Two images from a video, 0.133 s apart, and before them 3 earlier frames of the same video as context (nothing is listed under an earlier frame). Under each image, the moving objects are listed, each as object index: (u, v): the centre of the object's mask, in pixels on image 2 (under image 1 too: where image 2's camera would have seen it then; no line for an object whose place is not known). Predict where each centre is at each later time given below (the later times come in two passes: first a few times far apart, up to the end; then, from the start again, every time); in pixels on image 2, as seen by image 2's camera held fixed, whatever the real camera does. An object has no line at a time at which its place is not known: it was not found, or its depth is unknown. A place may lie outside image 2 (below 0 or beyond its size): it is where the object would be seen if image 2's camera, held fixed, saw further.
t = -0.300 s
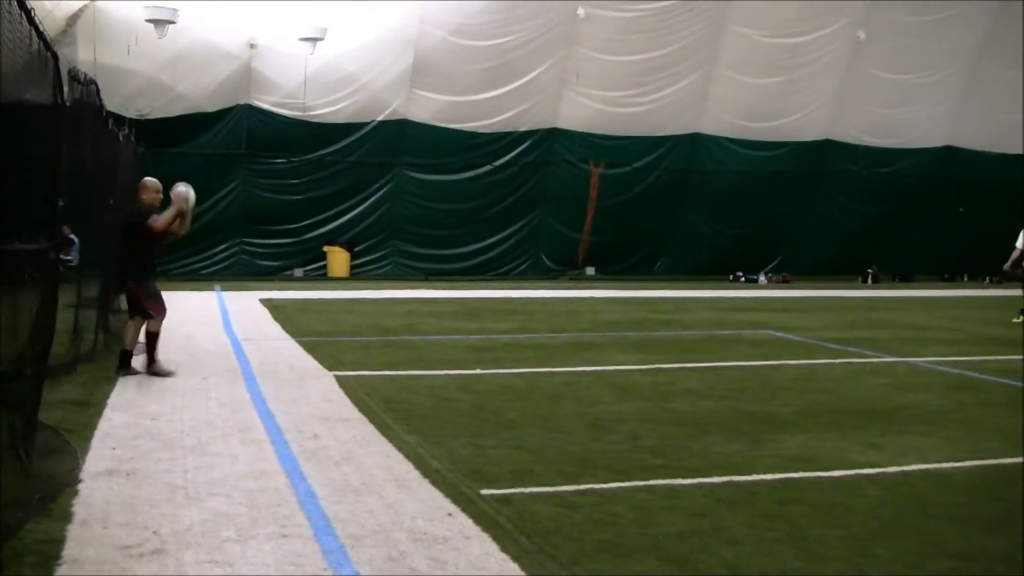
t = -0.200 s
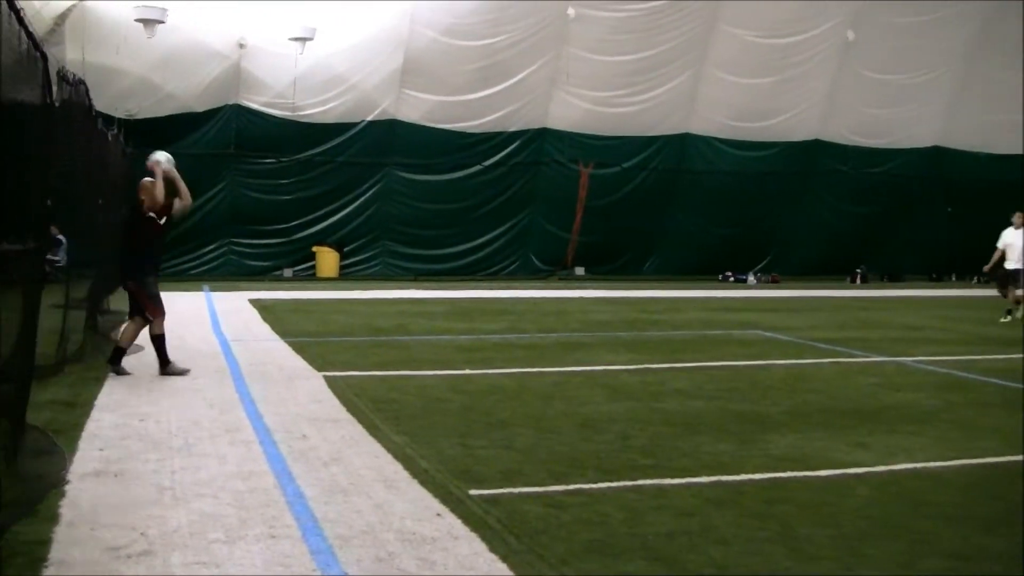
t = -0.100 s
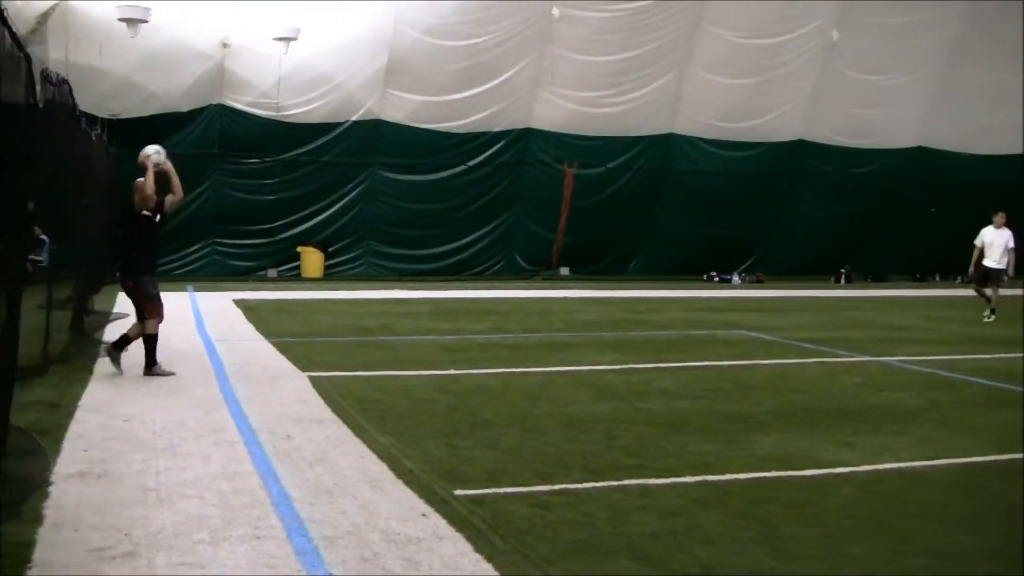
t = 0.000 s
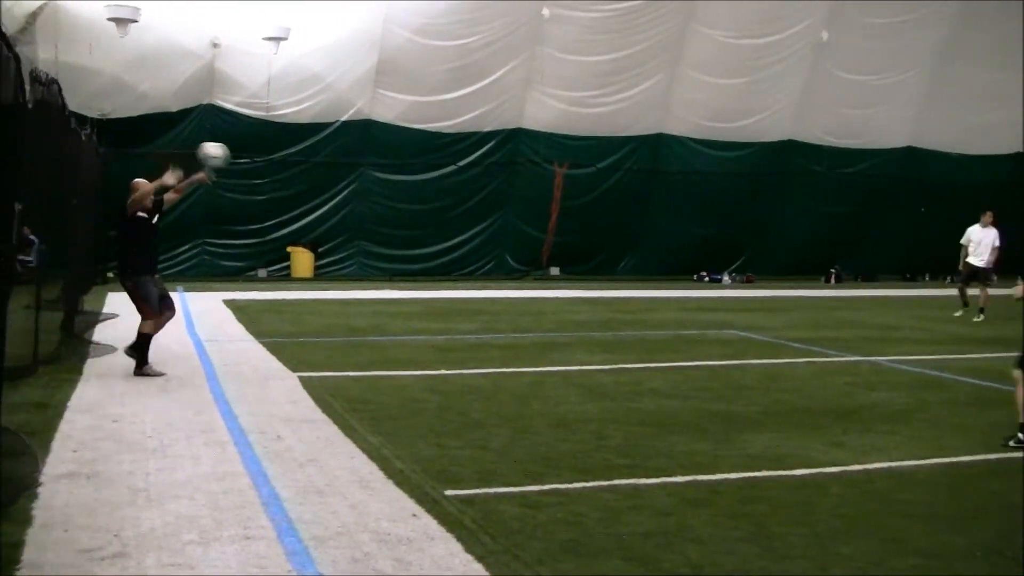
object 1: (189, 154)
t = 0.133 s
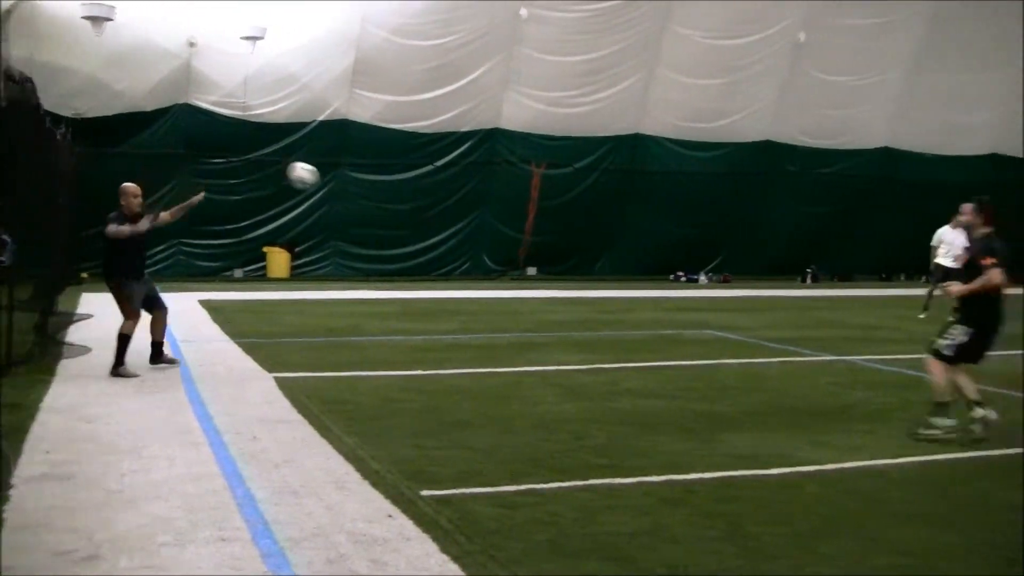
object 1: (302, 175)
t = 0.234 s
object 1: (391, 207)
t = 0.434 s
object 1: (576, 314)
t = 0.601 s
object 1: (711, 370)
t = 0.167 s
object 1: (332, 185)
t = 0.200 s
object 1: (361, 195)
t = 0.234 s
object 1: (391, 207)
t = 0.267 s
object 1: (421, 221)
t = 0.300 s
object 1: (452, 237)
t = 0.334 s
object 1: (482, 255)
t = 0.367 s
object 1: (513, 273)
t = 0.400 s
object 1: (544, 293)
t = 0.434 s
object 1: (576, 314)
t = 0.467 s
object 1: (608, 338)
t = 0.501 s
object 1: (641, 364)
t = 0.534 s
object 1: (674, 393)
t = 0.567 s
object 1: (695, 388)
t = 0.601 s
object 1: (711, 370)
